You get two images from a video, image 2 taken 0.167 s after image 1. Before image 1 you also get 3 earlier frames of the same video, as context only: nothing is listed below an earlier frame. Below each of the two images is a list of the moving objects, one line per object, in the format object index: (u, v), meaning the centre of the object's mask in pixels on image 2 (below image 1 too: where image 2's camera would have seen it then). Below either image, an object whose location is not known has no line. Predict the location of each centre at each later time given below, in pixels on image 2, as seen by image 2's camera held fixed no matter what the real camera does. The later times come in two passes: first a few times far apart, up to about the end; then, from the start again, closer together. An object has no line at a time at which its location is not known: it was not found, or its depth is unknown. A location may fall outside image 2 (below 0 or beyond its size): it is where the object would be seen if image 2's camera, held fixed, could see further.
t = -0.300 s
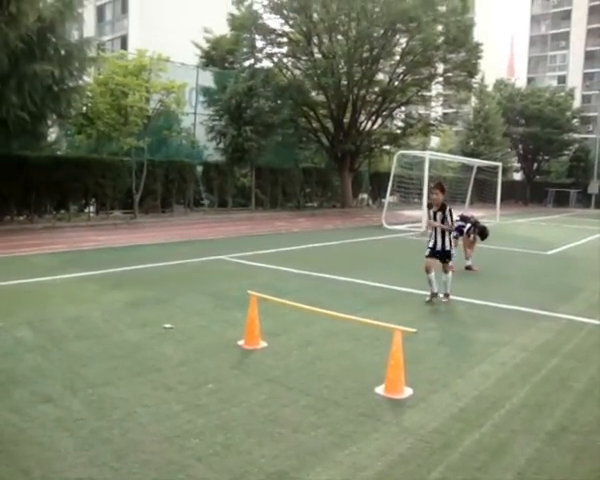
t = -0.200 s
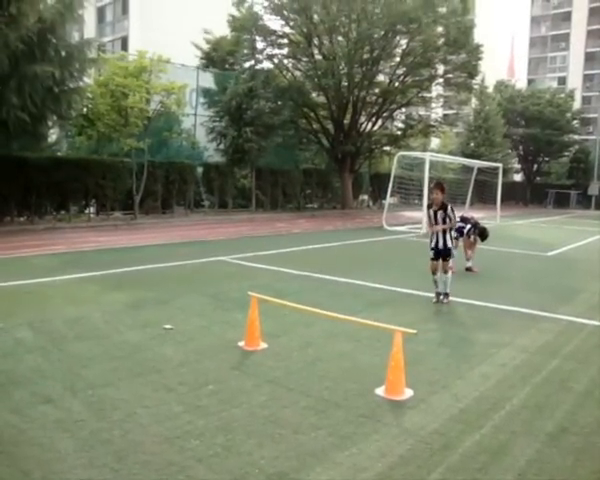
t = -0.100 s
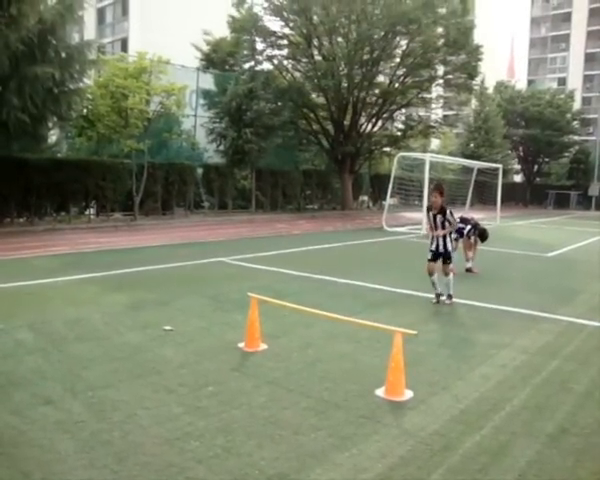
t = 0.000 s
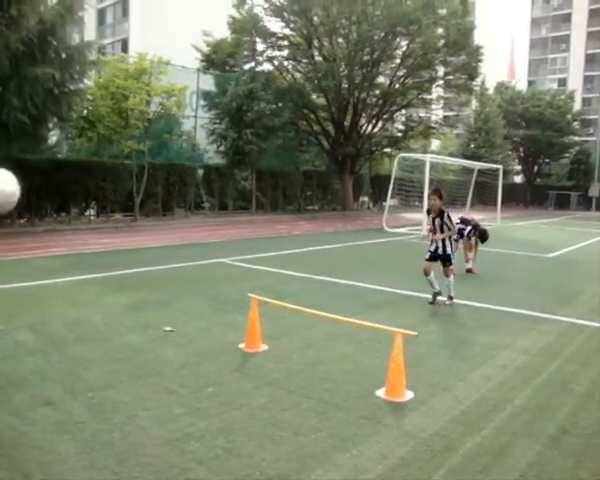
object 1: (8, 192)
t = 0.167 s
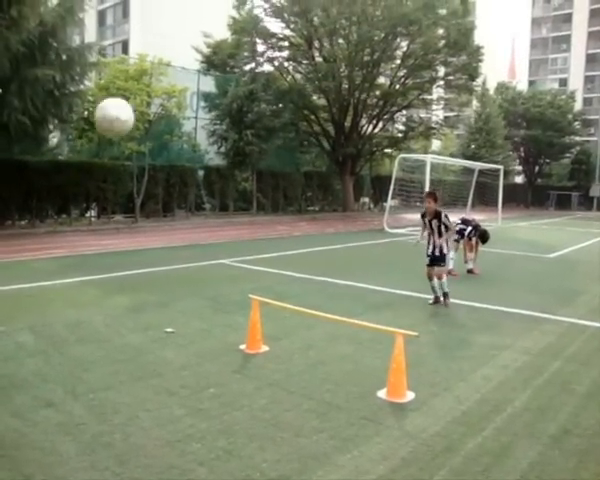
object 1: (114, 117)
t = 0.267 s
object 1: (170, 103)
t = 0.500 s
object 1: (267, 133)
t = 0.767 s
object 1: (342, 230)
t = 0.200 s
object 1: (134, 111)
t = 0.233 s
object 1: (152, 106)
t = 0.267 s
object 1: (170, 103)
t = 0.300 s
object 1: (185, 102)
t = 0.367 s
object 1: (216, 106)
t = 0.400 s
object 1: (229, 112)
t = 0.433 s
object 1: (243, 117)
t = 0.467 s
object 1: (255, 125)
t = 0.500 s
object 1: (267, 133)
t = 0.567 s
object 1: (289, 152)
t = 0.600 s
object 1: (299, 164)
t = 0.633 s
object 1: (308, 176)
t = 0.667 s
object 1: (317, 188)
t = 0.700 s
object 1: (326, 201)
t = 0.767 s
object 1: (342, 230)
